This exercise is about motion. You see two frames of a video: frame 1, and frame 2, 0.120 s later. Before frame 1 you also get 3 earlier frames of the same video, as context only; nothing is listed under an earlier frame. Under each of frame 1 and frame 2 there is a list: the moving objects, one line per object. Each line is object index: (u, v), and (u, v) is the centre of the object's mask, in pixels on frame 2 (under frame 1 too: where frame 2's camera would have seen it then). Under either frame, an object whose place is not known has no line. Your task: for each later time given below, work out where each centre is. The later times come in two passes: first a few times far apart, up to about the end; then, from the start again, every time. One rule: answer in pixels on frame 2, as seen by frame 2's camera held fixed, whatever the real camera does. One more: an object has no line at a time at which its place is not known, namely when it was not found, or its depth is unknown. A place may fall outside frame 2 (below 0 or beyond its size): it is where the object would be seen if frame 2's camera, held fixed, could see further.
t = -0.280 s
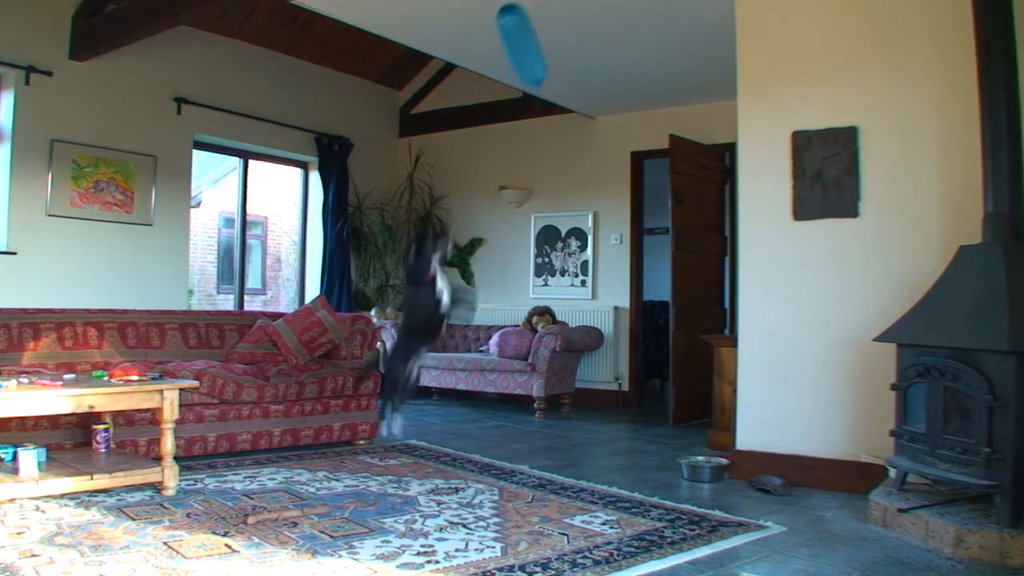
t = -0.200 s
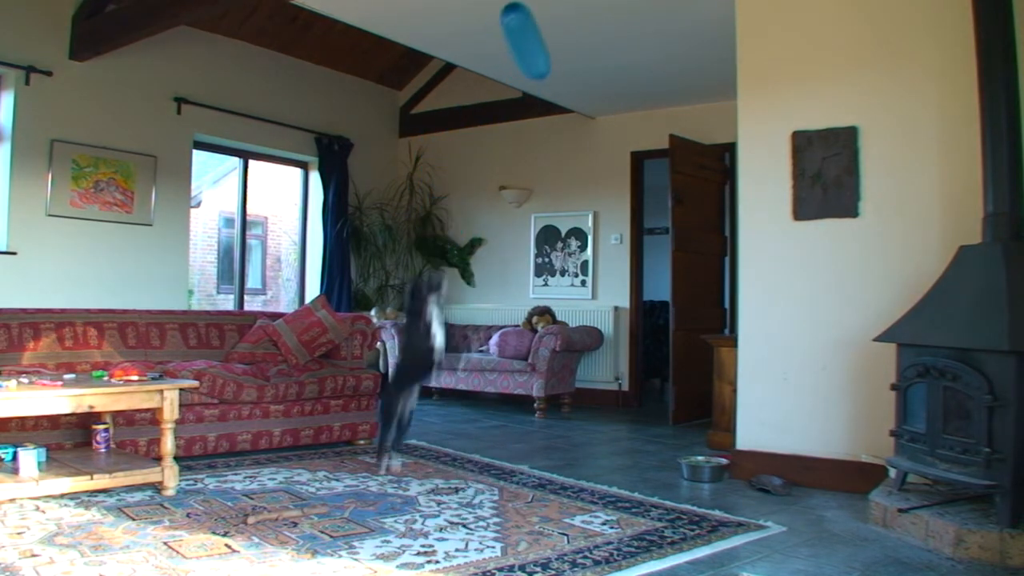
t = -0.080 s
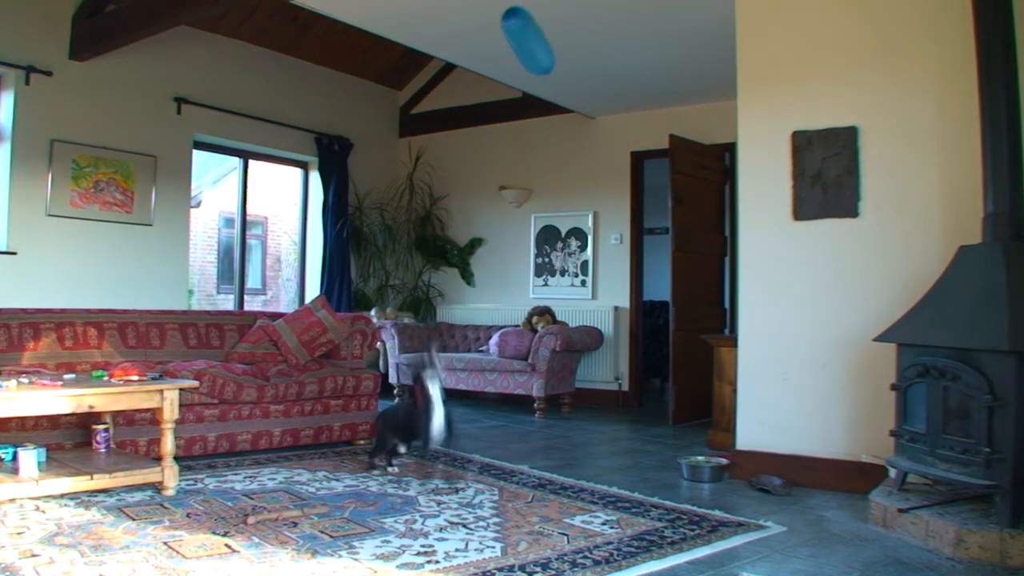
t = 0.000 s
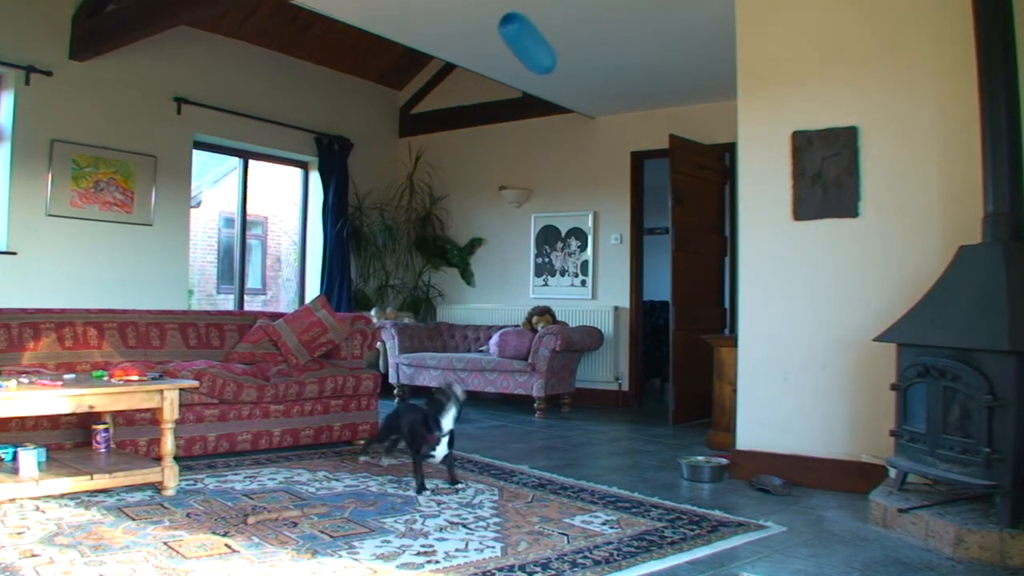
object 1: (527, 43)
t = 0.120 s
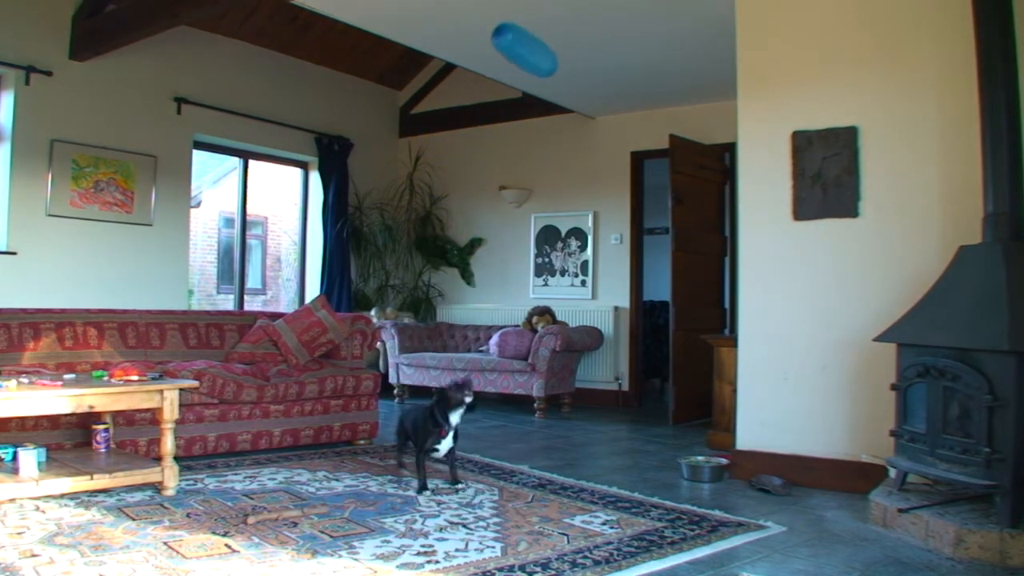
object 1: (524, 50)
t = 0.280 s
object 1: (518, 64)
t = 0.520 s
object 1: (506, 100)
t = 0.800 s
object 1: (488, 149)
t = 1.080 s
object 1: (464, 189)
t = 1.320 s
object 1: (443, 153)
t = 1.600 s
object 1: (425, 146)
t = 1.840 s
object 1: (412, 171)
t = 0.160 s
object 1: (523, 53)
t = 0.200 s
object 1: (522, 56)
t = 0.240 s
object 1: (520, 60)
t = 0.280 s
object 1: (518, 64)
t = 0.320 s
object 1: (516, 69)
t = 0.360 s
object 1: (514, 74)
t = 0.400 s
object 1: (513, 80)
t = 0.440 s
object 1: (511, 87)
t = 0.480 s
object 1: (509, 93)
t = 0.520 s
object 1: (506, 100)
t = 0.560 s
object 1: (503, 107)
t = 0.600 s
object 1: (501, 113)
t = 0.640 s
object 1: (500, 121)
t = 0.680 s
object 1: (497, 128)
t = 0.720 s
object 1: (494, 134)
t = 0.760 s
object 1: (491, 142)
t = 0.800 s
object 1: (488, 149)
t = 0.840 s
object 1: (484, 157)
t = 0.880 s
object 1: (481, 165)
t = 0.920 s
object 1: (478, 174)
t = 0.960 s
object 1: (474, 183)
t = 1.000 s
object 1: (471, 190)
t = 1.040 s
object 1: (468, 193)
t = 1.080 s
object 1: (464, 189)
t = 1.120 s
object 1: (460, 183)
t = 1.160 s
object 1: (457, 175)
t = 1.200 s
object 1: (453, 168)
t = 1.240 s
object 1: (449, 163)
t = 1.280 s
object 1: (446, 158)
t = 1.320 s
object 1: (443, 153)
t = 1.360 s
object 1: (440, 150)
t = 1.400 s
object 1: (437, 147)
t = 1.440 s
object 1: (435, 146)
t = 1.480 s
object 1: (432, 145)
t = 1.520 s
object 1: (429, 145)
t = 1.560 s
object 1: (427, 145)
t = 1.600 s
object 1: (425, 146)
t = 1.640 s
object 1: (422, 148)
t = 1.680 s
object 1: (420, 151)
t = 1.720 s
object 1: (418, 155)
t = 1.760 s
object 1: (416, 160)
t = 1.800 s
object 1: (414, 165)
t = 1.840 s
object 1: (412, 171)
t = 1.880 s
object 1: (410, 177)
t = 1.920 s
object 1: (408, 183)
